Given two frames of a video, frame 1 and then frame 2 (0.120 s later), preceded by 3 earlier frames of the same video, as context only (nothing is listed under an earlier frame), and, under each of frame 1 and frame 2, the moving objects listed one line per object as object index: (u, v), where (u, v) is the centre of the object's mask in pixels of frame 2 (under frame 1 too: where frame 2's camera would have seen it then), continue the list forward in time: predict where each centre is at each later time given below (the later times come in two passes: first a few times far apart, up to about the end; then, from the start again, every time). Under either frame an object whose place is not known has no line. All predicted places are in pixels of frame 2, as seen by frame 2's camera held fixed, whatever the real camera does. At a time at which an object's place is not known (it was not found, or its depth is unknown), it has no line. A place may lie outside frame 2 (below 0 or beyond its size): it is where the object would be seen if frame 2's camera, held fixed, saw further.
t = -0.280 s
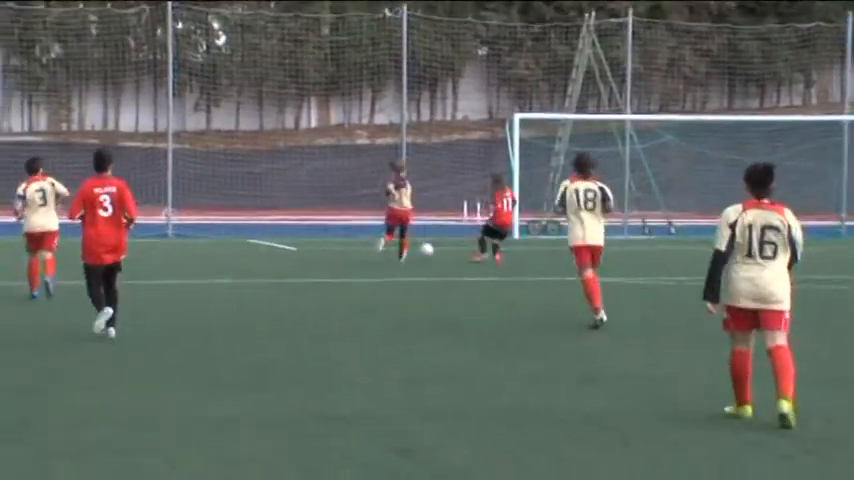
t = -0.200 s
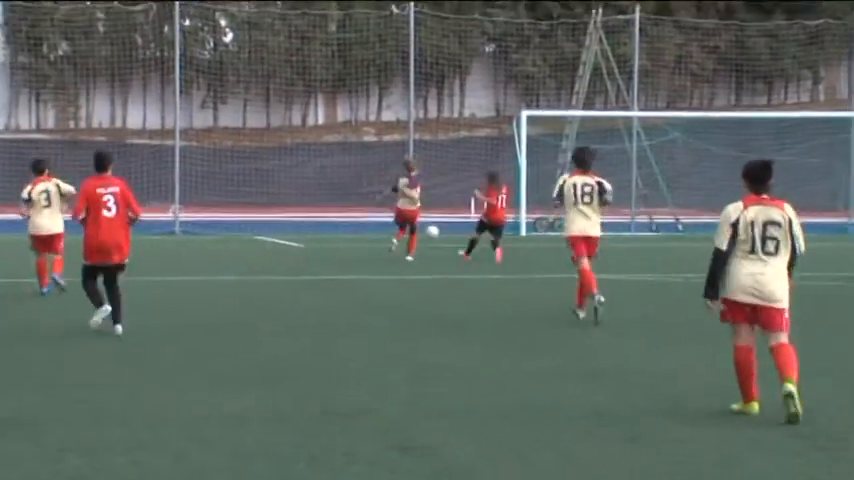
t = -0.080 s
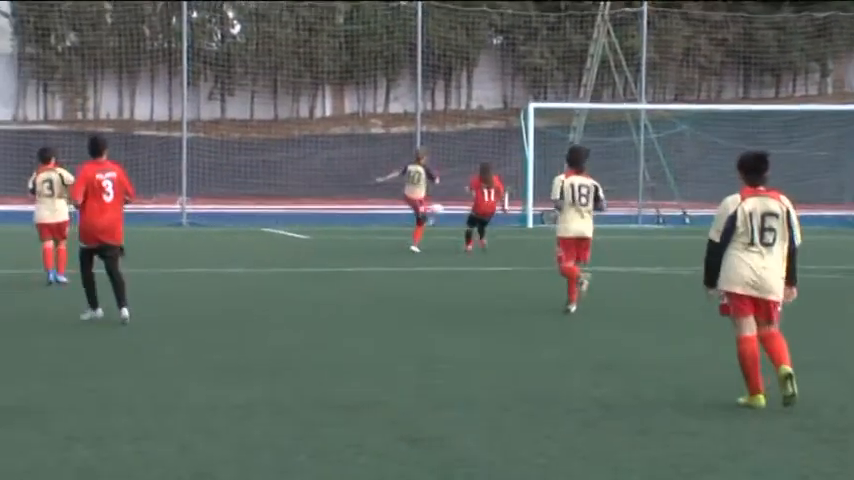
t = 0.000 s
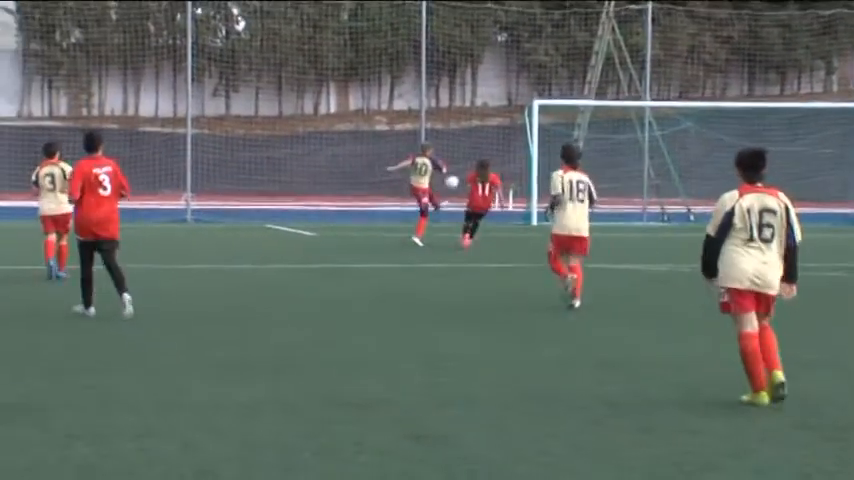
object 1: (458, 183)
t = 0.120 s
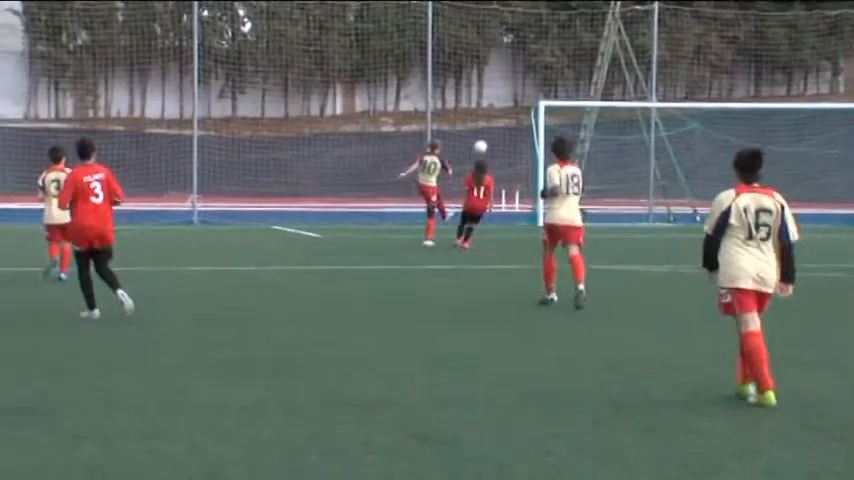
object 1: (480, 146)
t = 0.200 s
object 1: (494, 128)
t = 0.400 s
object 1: (533, 97)
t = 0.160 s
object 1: (487, 136)
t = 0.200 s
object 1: (494, 128)
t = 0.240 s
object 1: (504, 118)
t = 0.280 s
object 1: (510, 112)
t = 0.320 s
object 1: (518, 107)
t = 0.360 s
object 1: (525, 101)
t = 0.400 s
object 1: (533, 97)
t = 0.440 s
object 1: (538, 94)
